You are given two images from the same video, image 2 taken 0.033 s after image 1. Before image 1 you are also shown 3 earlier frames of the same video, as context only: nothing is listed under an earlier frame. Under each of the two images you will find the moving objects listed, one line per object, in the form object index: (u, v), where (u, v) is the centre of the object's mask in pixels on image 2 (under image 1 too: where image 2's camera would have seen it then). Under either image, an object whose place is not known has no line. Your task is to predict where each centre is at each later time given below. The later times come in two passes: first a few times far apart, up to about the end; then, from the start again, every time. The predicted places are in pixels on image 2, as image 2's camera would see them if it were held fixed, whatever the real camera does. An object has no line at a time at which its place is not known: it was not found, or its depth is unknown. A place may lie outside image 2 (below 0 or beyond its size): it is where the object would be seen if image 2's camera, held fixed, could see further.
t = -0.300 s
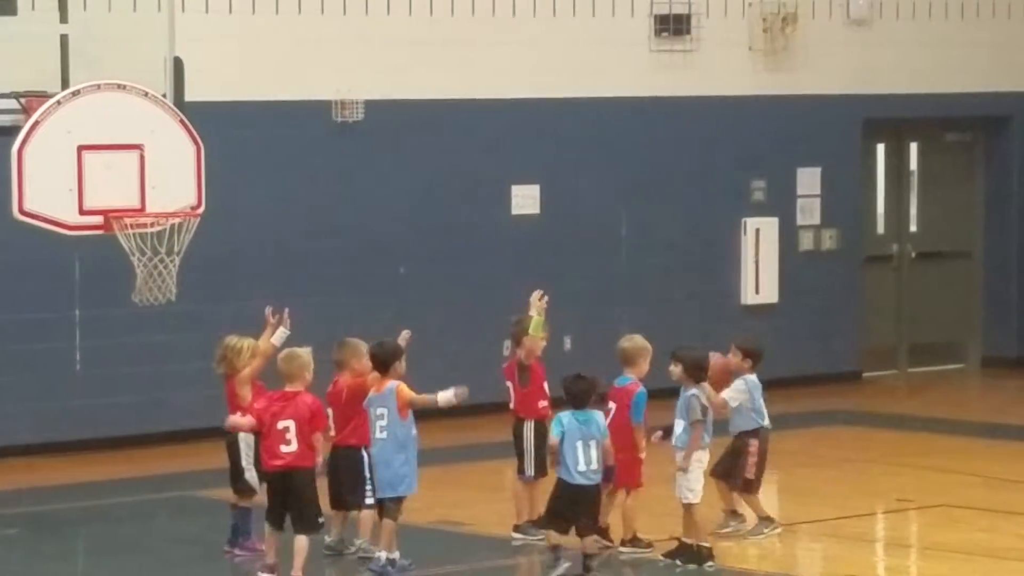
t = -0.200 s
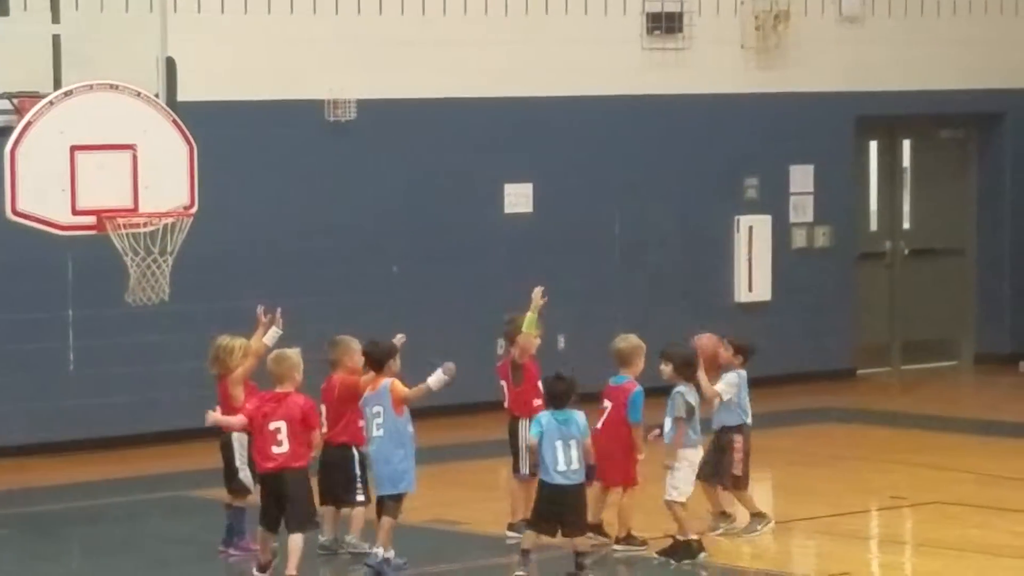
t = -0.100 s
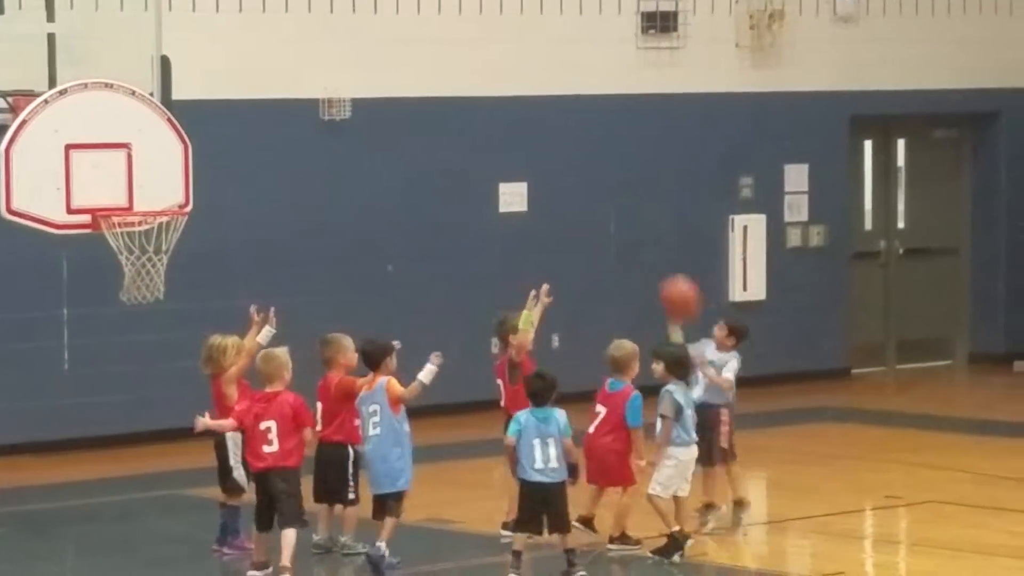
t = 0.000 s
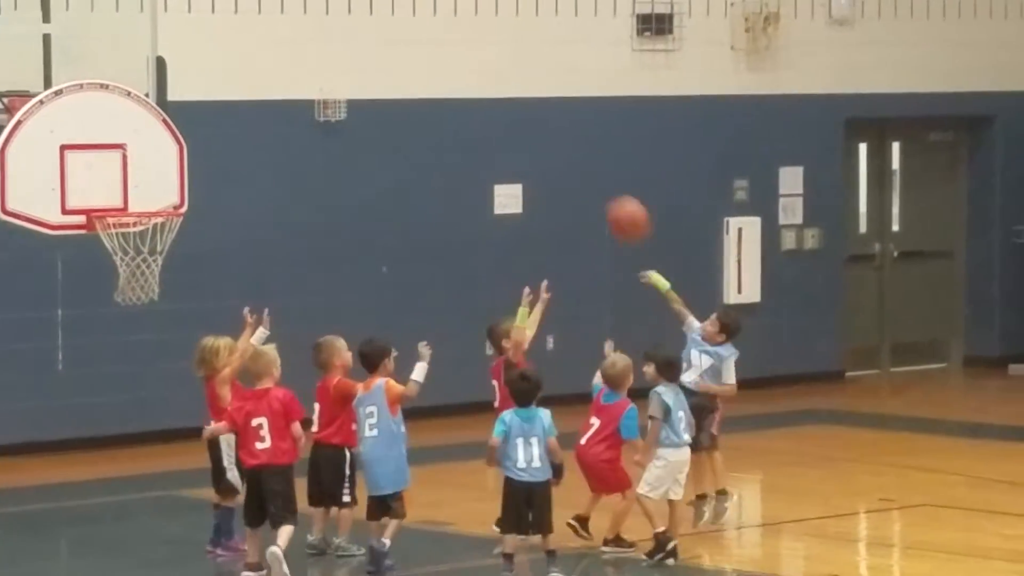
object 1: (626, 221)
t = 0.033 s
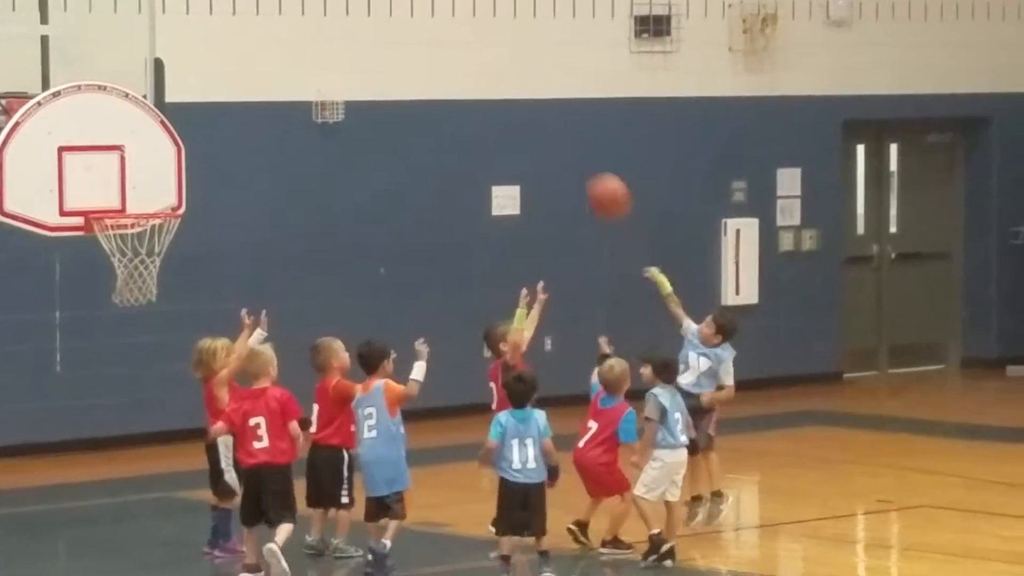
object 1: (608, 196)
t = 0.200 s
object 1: (523, 105)
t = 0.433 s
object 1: (399, 57)
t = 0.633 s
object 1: (295, 94)
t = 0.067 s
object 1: (590, 174)
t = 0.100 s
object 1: (574, 153)
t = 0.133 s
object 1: (557, 135)
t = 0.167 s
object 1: (539, 118)
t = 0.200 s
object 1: (523, 105)
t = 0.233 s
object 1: (504, 92)
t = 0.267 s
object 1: (486, 81)
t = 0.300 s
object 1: (468, 72)
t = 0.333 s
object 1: (451, 66)
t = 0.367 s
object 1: (433, 61)
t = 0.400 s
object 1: (416, 58)
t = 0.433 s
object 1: (399, 57)
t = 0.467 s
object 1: (381, 58)
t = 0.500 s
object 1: (364, 61)
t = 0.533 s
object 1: (346, 66)
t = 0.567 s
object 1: (329, 74)
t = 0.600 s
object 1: (312, 83)
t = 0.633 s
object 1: (295, 94)
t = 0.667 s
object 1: (278, 108)
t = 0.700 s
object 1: (261, 123)
